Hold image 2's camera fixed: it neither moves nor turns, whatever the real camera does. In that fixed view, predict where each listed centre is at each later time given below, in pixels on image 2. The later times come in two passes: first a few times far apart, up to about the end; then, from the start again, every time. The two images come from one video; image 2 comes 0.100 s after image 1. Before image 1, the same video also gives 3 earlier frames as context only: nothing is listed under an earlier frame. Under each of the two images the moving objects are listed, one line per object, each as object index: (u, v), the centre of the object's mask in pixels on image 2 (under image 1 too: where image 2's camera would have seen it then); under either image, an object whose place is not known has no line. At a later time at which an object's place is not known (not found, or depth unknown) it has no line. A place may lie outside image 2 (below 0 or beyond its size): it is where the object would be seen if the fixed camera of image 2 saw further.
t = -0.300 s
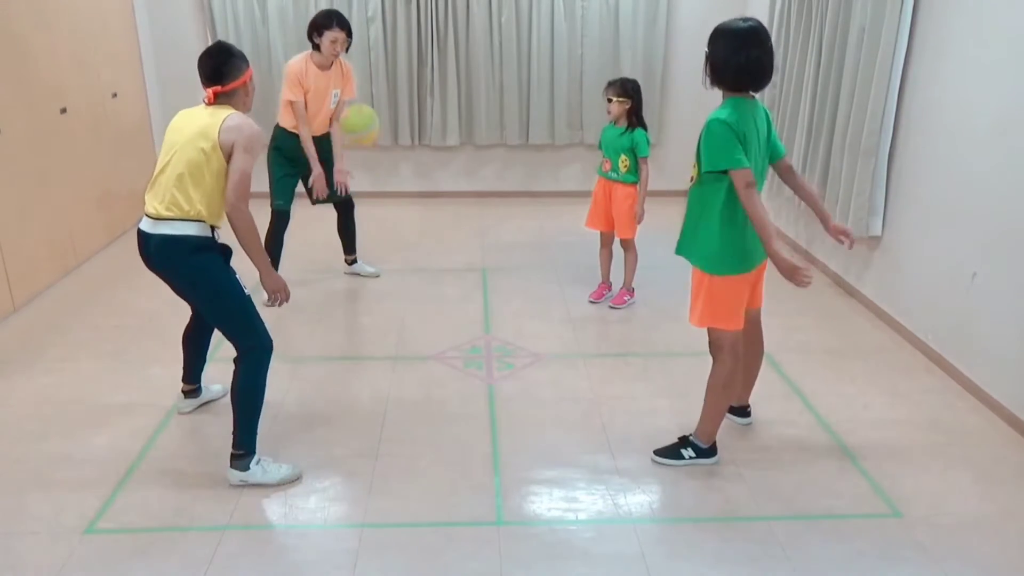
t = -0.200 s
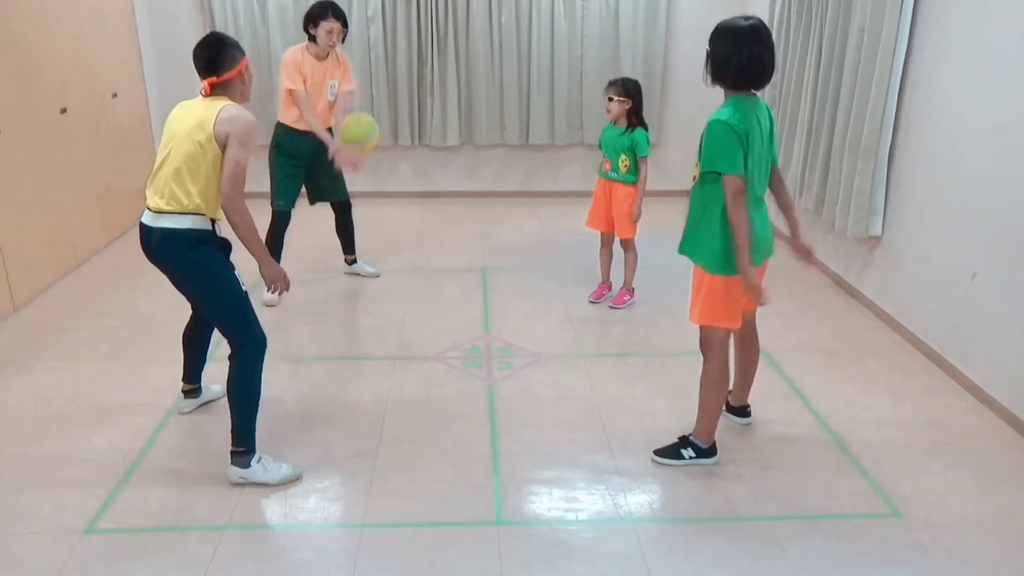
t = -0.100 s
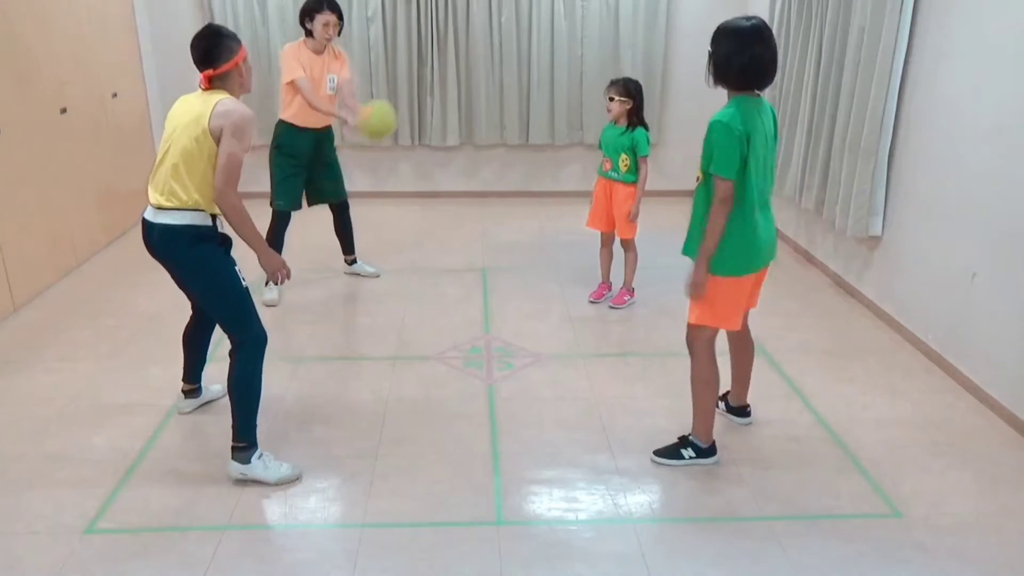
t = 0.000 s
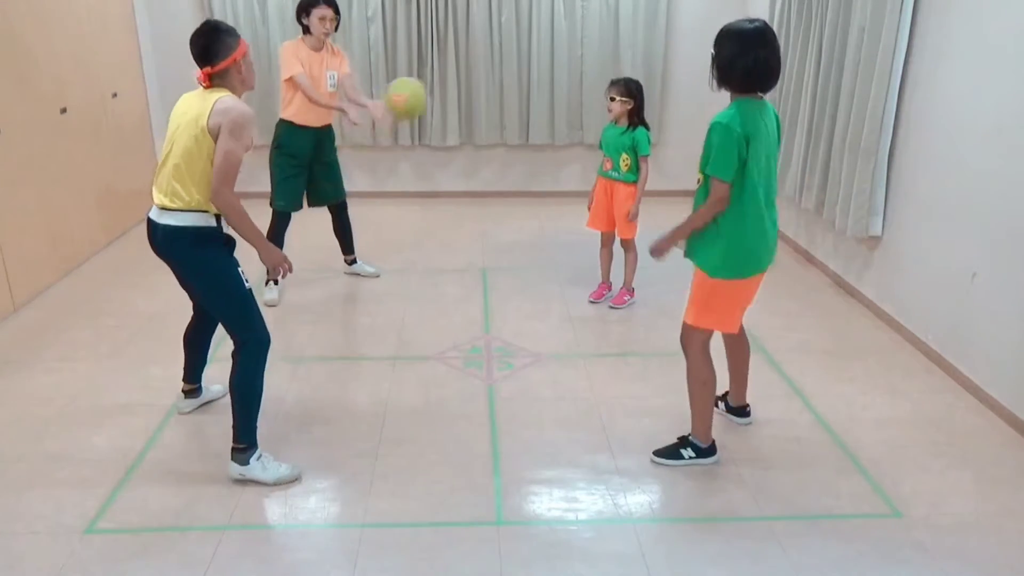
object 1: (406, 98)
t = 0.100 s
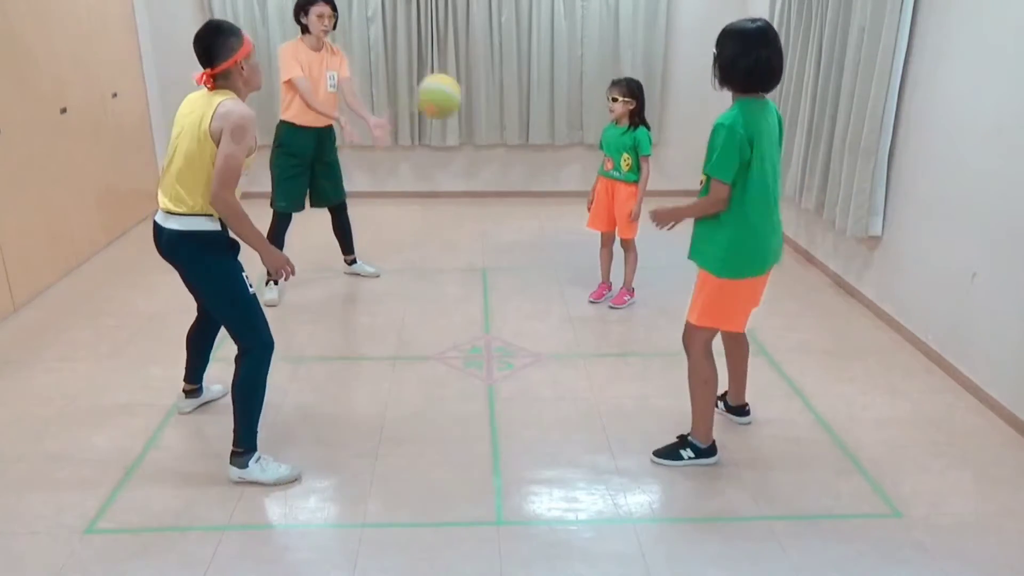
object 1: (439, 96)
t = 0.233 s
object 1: (487, 127)
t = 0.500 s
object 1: (587, 319)
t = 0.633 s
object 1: (635, 338)
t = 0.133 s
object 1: (451, 101)
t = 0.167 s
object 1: (463, 107)
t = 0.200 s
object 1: (475, 116)
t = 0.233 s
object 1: (487, 127)
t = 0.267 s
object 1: (500, 142)
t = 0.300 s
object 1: (513, 159)
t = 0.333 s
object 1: (527, 180)
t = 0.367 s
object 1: (538, 203)
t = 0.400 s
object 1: (551, 230)
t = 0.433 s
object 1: (563, 257)
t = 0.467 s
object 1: (575, 288)
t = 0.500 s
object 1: (587, 319)
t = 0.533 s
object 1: (601, 357)
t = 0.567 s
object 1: (612, 385)
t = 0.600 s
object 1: (624, 361)
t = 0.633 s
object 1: (635, 338)
